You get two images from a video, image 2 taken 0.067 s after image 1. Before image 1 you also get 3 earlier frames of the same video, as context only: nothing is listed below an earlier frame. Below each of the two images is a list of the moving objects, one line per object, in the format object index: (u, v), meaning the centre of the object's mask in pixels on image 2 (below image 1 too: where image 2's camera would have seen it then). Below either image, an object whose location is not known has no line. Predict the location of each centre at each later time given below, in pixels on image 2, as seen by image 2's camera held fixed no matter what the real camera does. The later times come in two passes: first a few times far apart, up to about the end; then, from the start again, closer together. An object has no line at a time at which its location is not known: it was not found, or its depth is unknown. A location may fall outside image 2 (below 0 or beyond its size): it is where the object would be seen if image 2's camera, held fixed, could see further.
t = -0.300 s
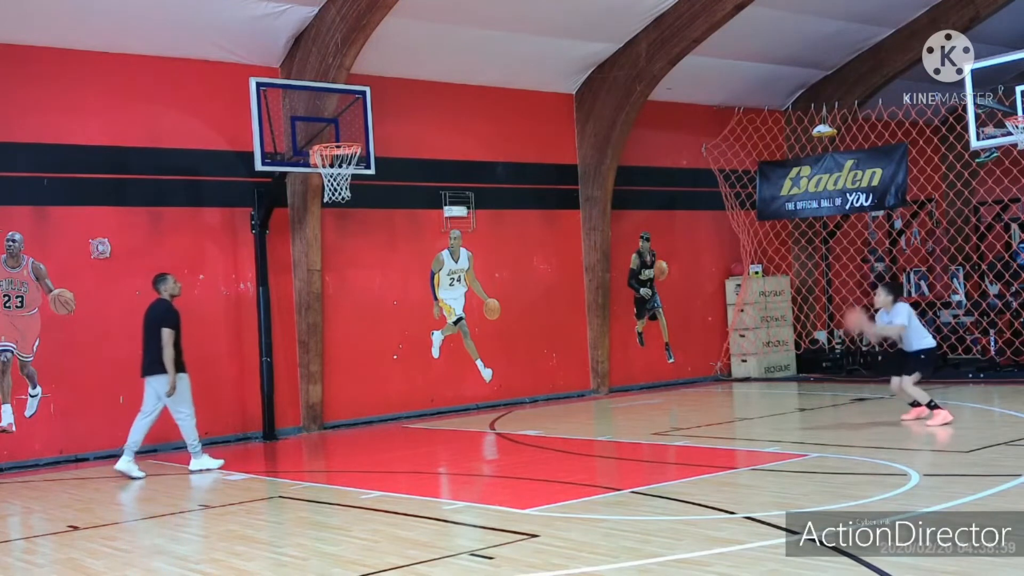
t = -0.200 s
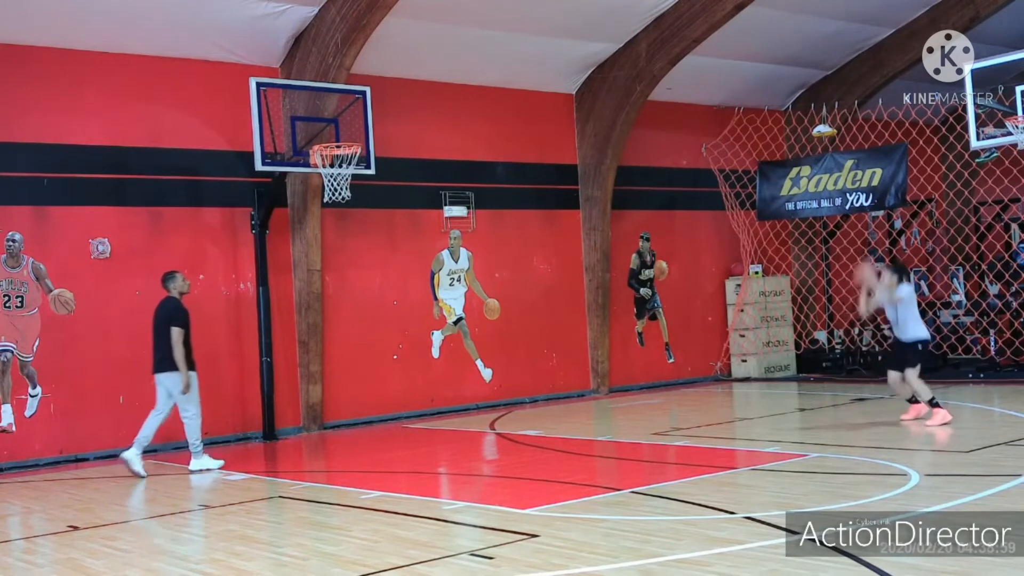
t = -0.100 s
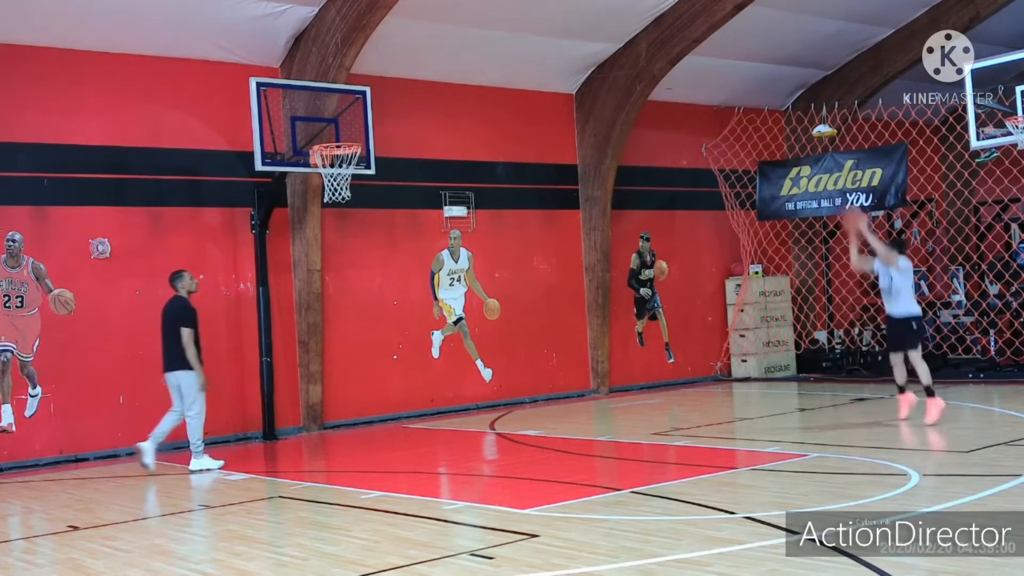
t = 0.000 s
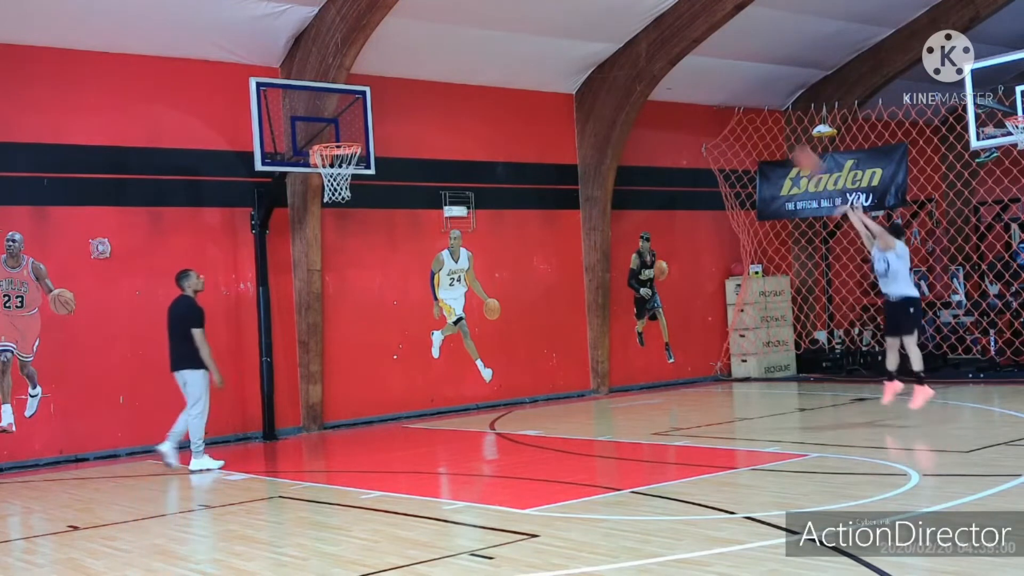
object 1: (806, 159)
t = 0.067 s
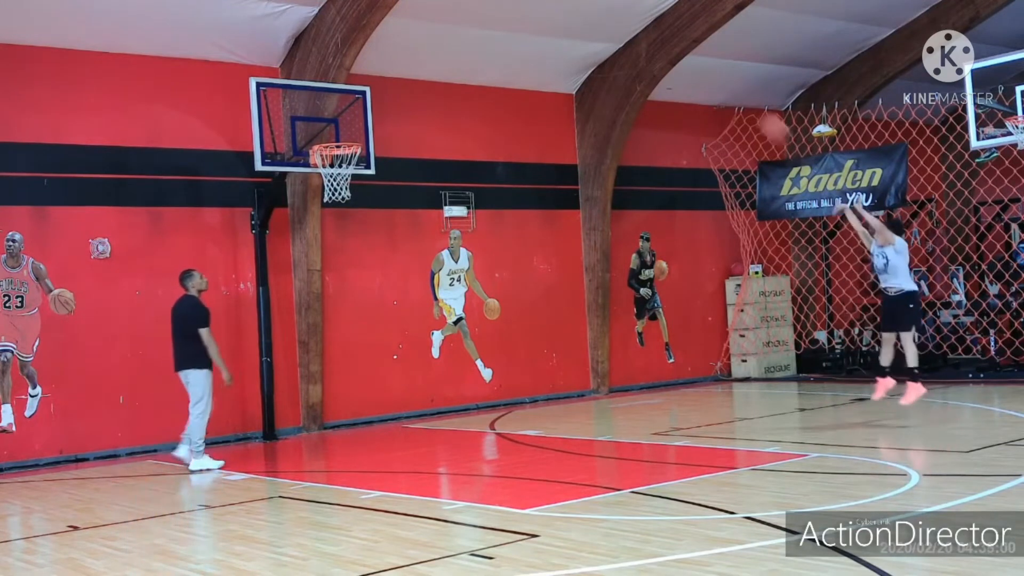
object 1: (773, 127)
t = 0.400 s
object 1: (612, 27)
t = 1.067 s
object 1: (336, 135)
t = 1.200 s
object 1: (330, 141)
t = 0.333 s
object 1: (645, 39)
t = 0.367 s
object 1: (627, 32)
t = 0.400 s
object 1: (612, 27)
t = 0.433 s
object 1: (598, 23)
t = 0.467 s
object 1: (584, 20)
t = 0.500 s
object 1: (570, 19)
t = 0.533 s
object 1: (553, 17)
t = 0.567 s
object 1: (538, 18)
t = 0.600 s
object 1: (524, 19)
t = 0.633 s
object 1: (509, 21)
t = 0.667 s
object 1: (495, 25)
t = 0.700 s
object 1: (480, 30)
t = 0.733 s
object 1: (465, 37)
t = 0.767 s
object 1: (451, 45)
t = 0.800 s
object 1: (438, 52)
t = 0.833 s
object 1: (424, 61)
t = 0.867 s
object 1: (413, 69)
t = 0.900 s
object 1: (394, 83)
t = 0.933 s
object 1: (383, 92)
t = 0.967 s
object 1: (368, 107)
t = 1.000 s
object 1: (353, 120)
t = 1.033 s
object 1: (343, 133)
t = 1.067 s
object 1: (336, 135)
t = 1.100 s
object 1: (327, 139)
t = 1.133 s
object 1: (325, 141)
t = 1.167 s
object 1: (327, 140)
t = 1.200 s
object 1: (330, 141)
